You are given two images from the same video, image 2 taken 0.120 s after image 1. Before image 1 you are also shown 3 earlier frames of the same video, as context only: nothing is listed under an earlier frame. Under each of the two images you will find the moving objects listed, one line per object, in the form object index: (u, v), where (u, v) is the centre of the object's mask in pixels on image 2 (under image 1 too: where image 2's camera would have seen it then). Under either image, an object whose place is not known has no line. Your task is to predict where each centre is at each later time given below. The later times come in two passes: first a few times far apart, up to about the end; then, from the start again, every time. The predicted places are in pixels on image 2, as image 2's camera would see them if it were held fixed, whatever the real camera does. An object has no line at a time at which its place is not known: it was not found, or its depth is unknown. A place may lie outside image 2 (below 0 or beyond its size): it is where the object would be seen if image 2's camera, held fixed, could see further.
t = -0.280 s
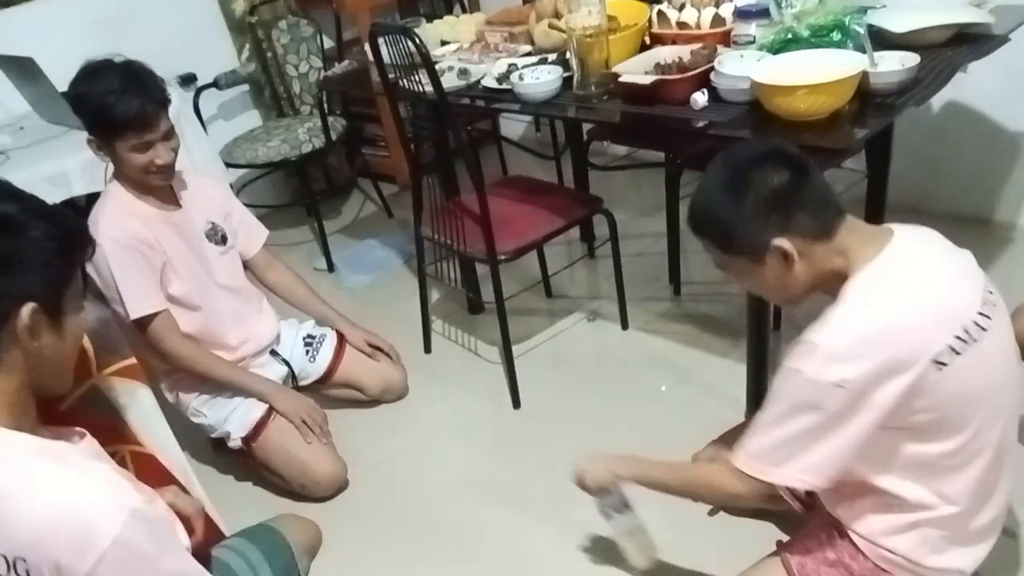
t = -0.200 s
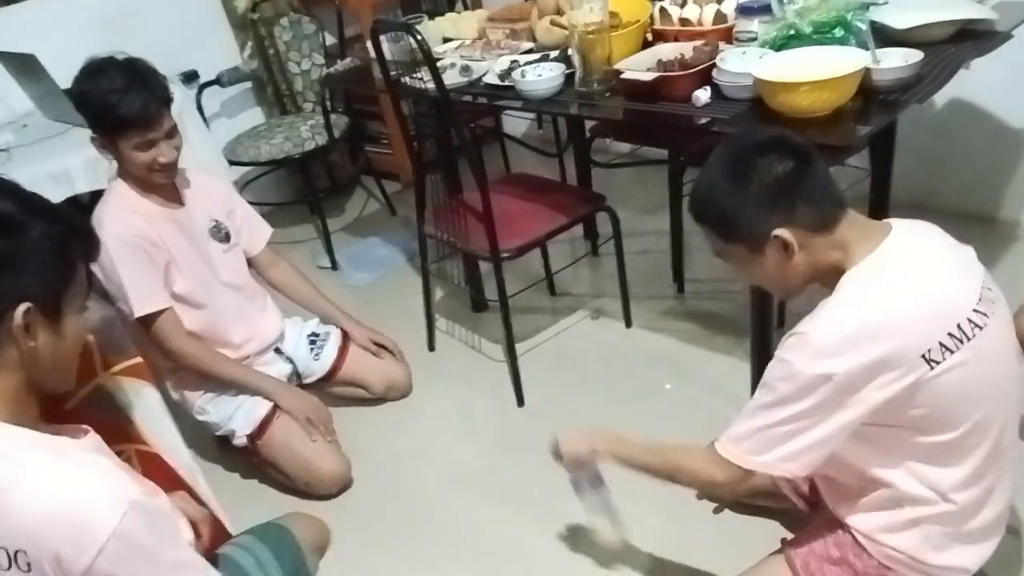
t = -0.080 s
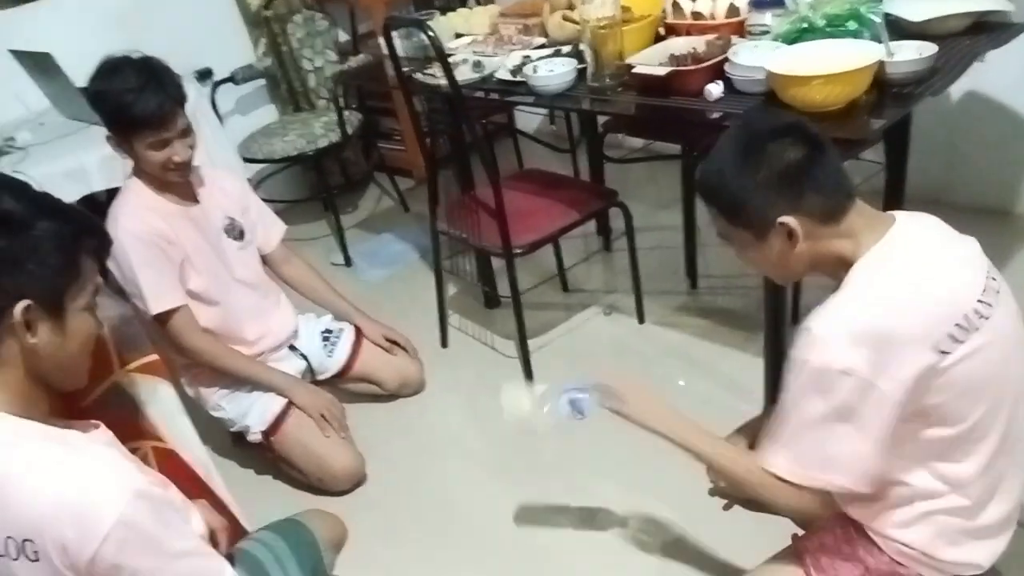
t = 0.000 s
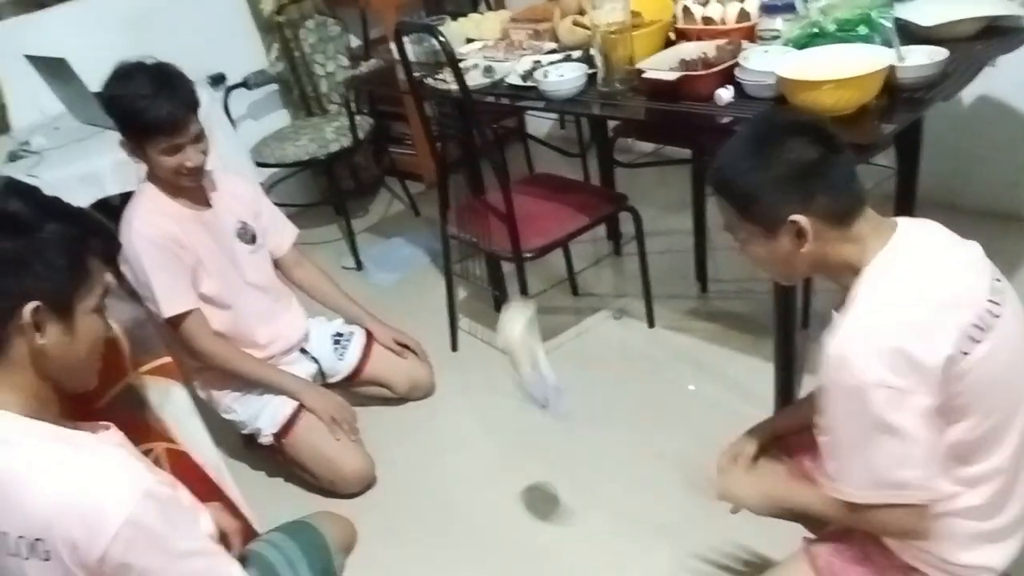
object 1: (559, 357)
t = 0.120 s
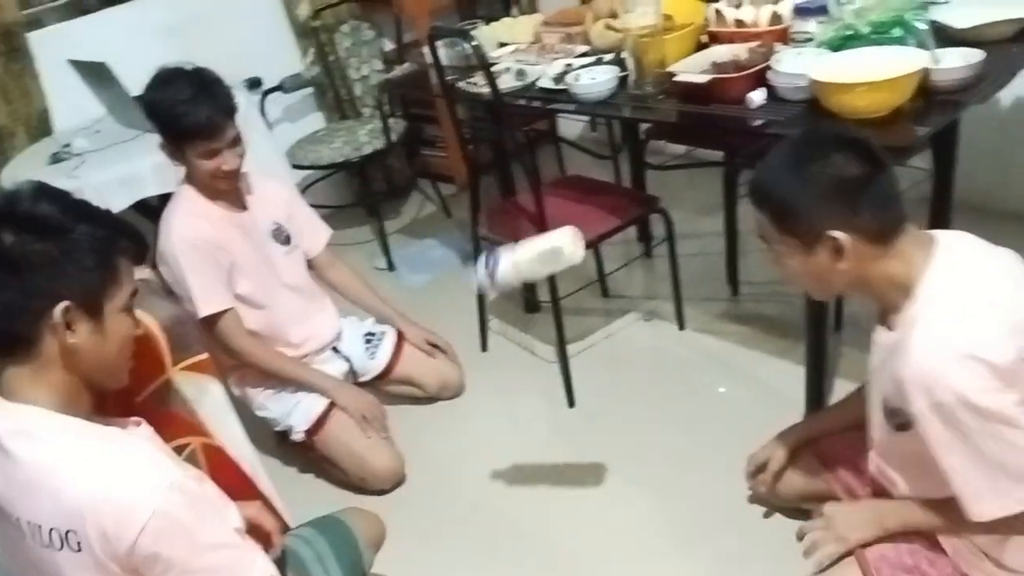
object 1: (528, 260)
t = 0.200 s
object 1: (522, 250)
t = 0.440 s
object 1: (537, 372)
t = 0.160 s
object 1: (524, 252)
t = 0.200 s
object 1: (522, 250)
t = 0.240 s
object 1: (522, 254)
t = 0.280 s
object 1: (522, 263)
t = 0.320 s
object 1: (524, 279)
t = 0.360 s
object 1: (526, 318)
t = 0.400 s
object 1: (526, 336)
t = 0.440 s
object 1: (537, 372)
